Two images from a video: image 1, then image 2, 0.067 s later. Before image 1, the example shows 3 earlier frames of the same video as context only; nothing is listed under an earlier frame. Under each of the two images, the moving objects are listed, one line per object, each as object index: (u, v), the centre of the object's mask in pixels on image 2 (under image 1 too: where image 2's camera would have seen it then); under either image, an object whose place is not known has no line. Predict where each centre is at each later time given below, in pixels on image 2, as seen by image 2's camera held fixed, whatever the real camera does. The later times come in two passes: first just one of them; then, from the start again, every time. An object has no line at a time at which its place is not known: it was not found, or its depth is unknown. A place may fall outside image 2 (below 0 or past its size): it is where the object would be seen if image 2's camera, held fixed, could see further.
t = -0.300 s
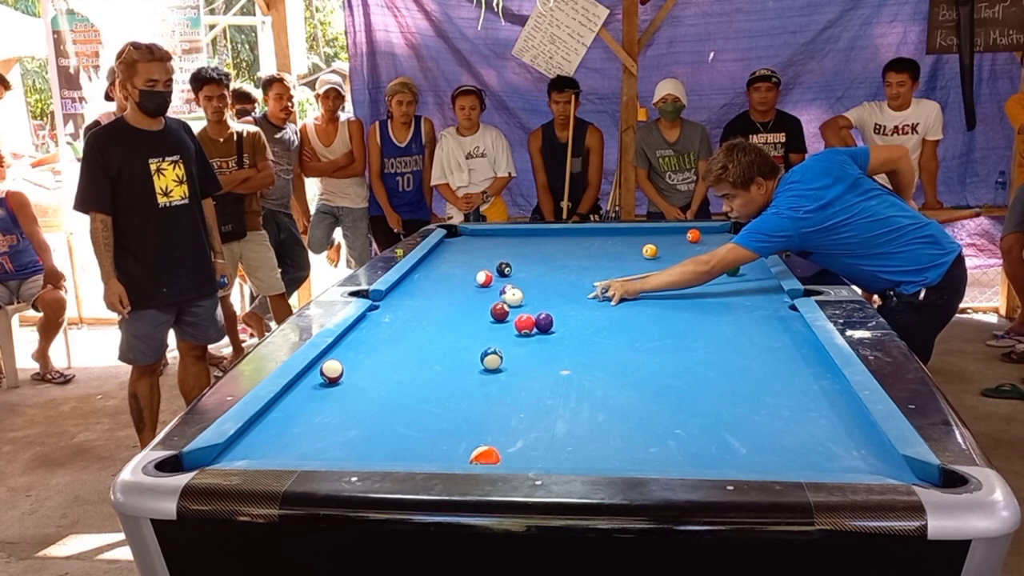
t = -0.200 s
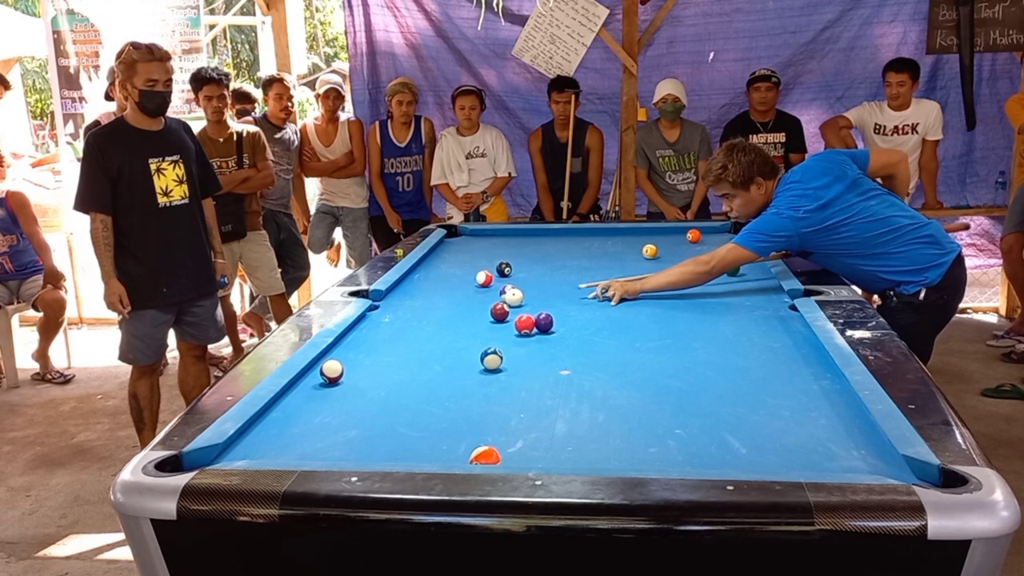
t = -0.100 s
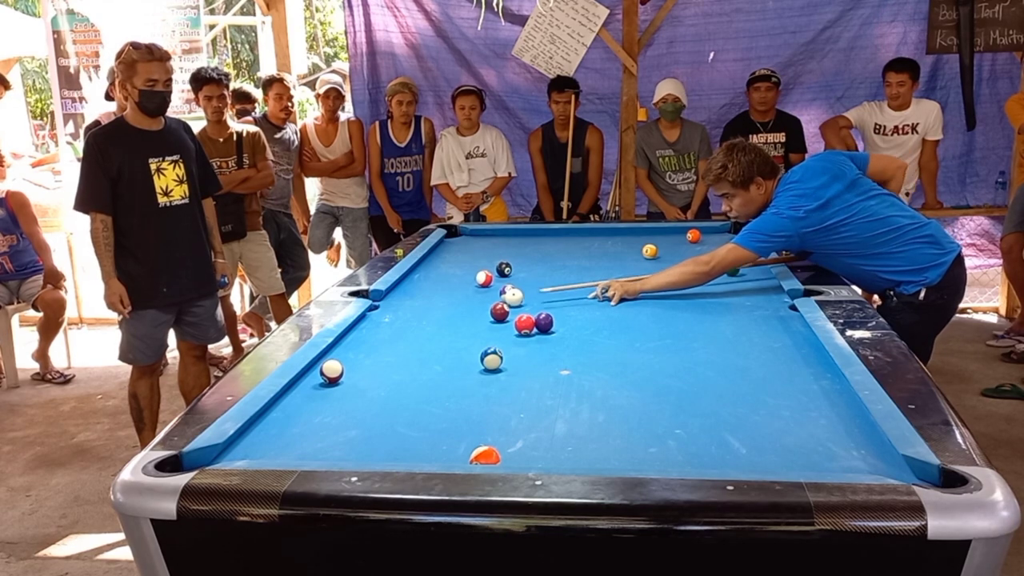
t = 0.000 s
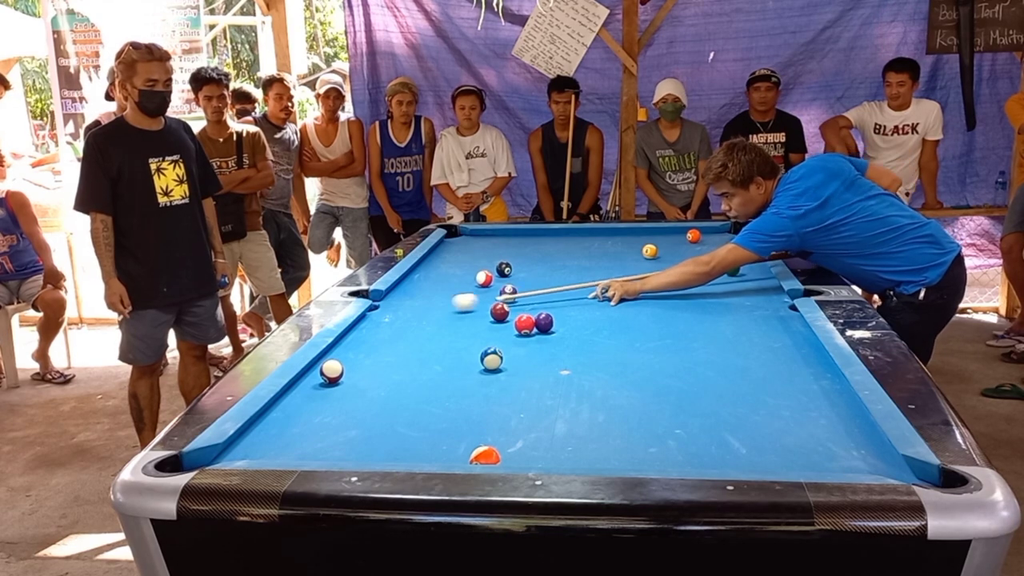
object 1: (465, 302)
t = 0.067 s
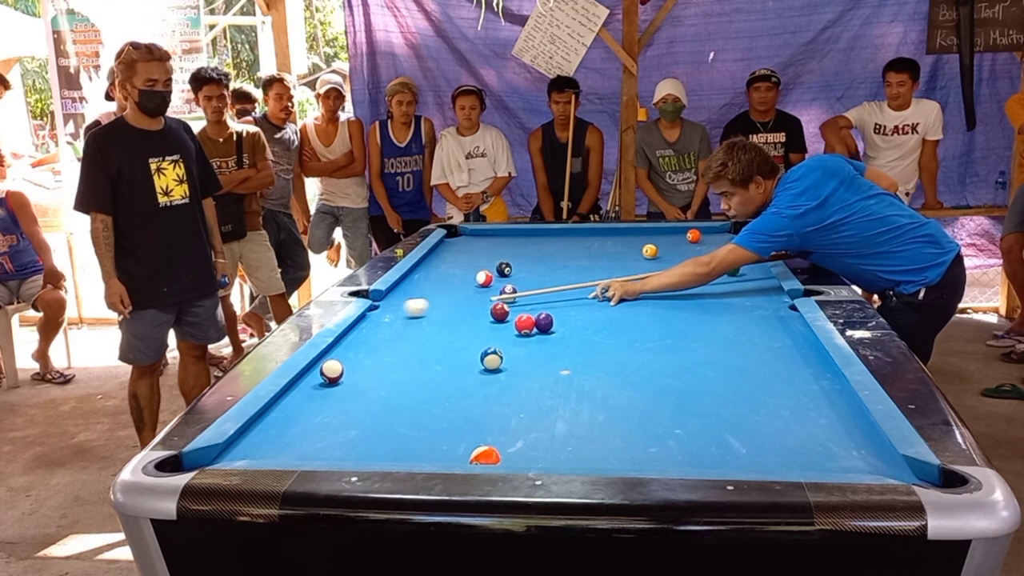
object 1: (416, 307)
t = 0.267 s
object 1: (421, 315)
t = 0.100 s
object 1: (392, 310)
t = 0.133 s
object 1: (373, 313)
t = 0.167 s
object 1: (386, 313)
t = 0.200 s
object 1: (399, 314)
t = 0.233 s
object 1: (411, 315)
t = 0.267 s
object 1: (421, 315)
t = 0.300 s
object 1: (432, 317)
